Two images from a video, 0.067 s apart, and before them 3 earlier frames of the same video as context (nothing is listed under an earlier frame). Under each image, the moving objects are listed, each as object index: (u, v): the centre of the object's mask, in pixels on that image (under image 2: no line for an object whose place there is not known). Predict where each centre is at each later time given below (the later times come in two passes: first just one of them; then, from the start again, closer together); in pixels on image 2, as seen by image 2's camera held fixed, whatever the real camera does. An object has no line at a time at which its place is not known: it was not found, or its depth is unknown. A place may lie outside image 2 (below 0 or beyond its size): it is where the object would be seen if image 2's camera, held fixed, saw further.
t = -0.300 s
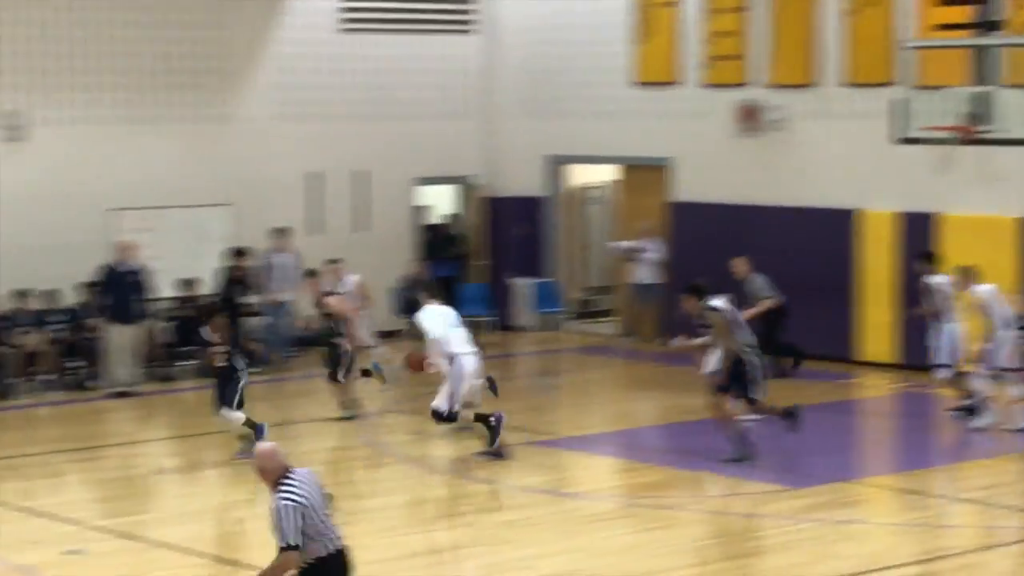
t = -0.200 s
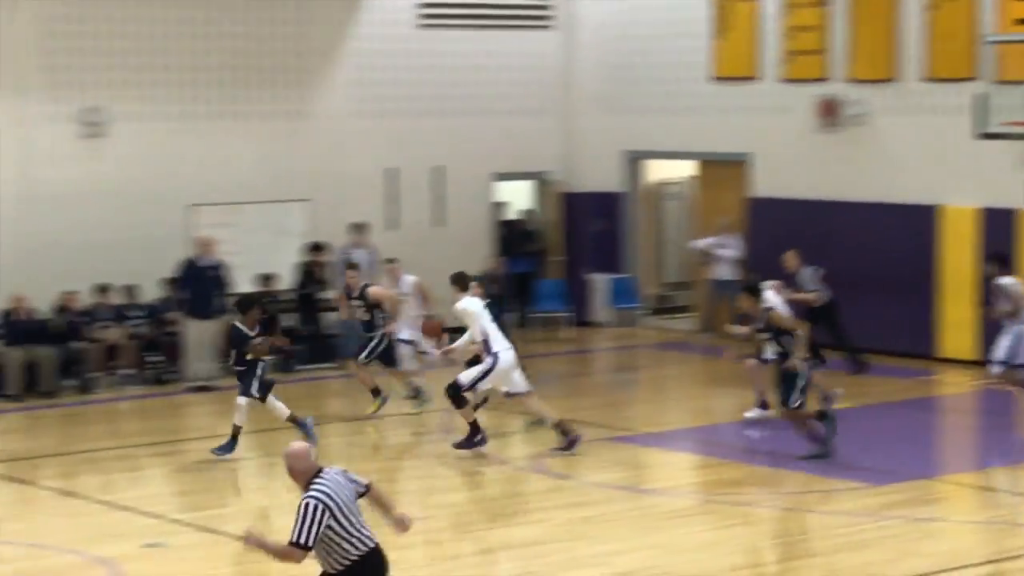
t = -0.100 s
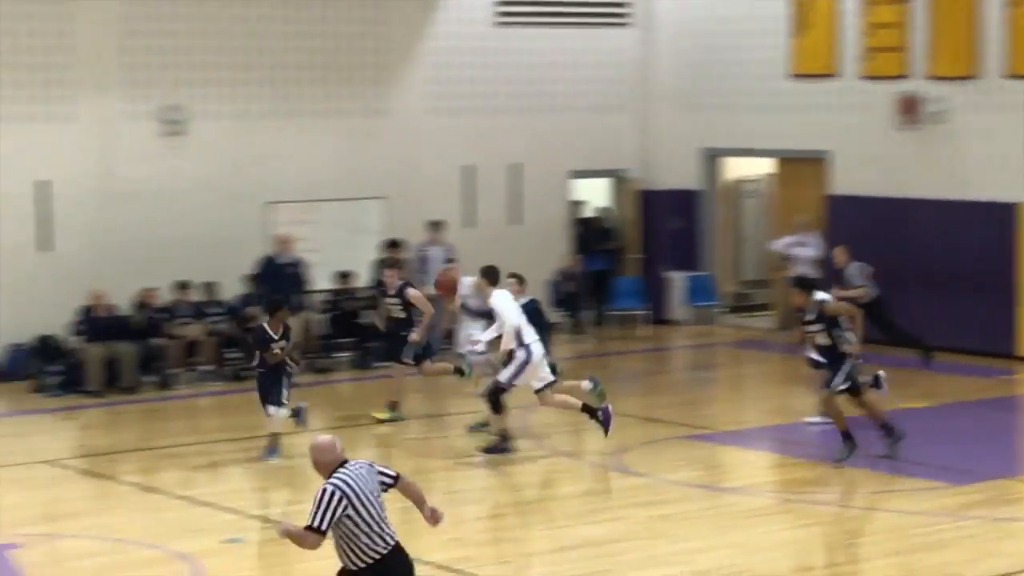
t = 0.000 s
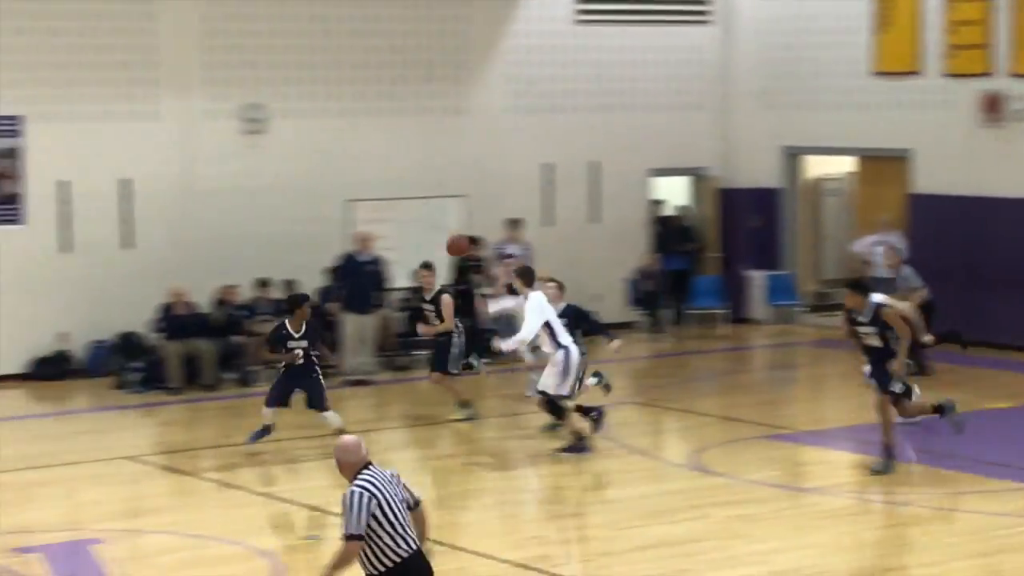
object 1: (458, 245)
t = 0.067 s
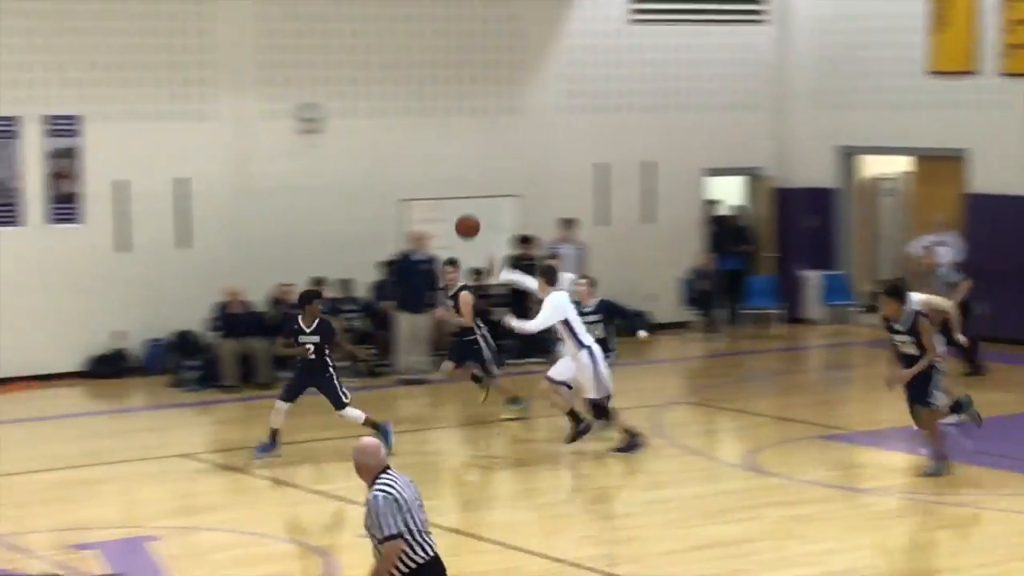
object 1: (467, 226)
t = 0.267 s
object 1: (330, 193)
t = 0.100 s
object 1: (443, 218)
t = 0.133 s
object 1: (422, 212)
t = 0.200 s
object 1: (376, 200)
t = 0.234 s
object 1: (353, 196)
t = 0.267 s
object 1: (330, 193)
